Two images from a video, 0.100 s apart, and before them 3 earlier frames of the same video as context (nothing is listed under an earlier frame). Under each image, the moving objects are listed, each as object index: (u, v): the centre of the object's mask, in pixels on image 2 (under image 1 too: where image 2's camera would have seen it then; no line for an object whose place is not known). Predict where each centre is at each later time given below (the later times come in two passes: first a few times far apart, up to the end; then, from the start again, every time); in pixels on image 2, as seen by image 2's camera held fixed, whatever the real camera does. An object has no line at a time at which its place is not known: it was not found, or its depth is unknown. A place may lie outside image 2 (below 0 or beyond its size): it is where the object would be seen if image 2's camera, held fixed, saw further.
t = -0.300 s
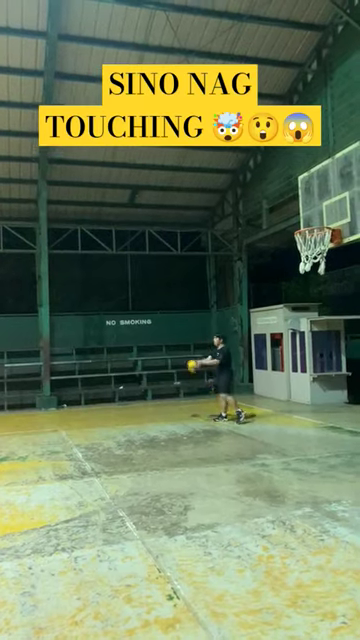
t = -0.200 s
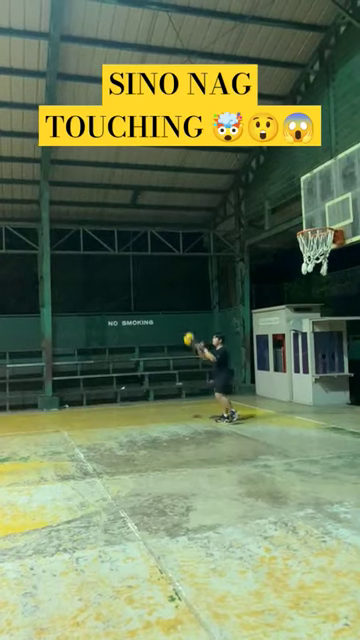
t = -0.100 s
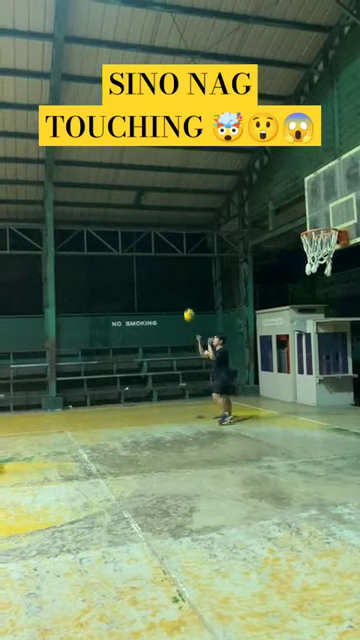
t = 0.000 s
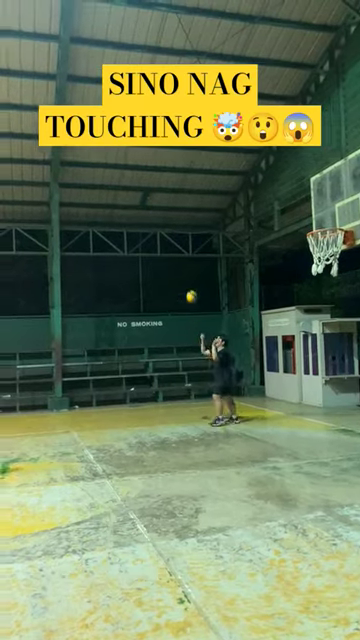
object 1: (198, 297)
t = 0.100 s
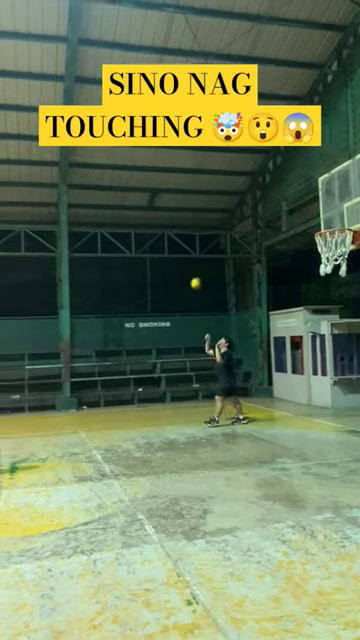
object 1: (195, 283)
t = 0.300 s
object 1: (189, 271)
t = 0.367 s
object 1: (187, 271)
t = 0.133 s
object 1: (194, 280)
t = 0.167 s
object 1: (193, 277)
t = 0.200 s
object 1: (192, 275)
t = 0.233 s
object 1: (191, 273)
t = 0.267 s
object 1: (190, 272)
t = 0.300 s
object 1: (189, 271)
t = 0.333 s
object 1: (188, 271)
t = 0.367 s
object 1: (187, 271)
